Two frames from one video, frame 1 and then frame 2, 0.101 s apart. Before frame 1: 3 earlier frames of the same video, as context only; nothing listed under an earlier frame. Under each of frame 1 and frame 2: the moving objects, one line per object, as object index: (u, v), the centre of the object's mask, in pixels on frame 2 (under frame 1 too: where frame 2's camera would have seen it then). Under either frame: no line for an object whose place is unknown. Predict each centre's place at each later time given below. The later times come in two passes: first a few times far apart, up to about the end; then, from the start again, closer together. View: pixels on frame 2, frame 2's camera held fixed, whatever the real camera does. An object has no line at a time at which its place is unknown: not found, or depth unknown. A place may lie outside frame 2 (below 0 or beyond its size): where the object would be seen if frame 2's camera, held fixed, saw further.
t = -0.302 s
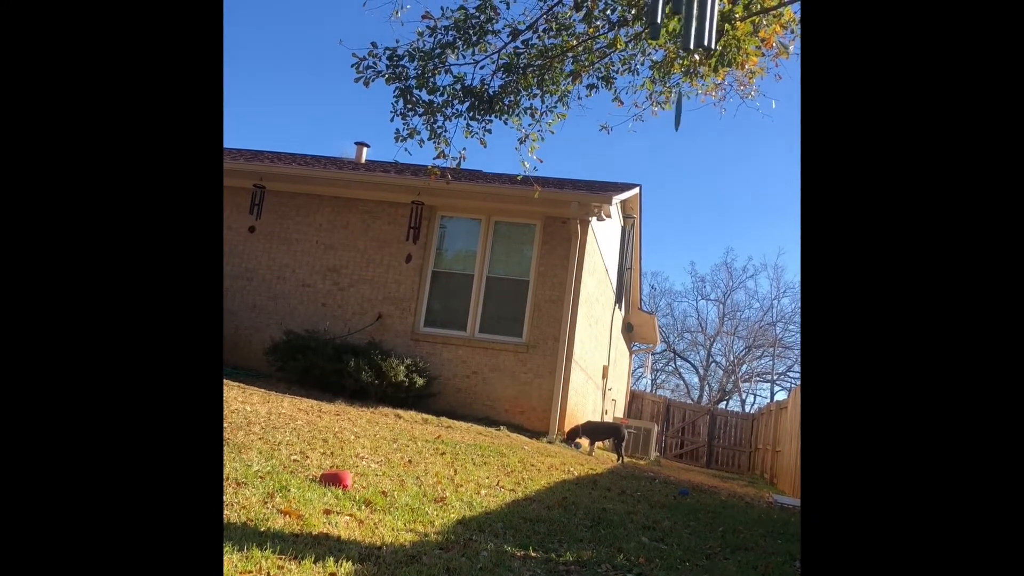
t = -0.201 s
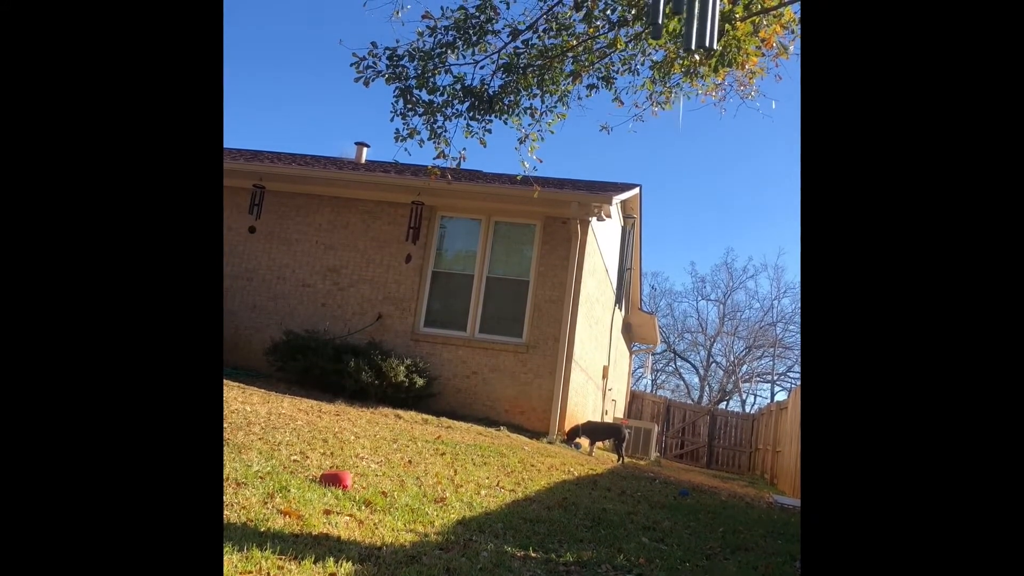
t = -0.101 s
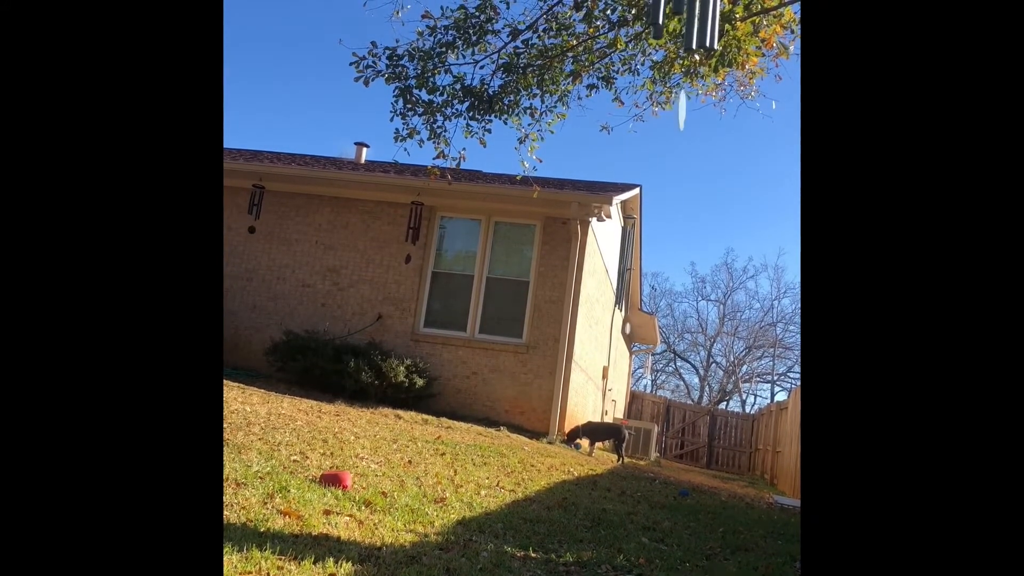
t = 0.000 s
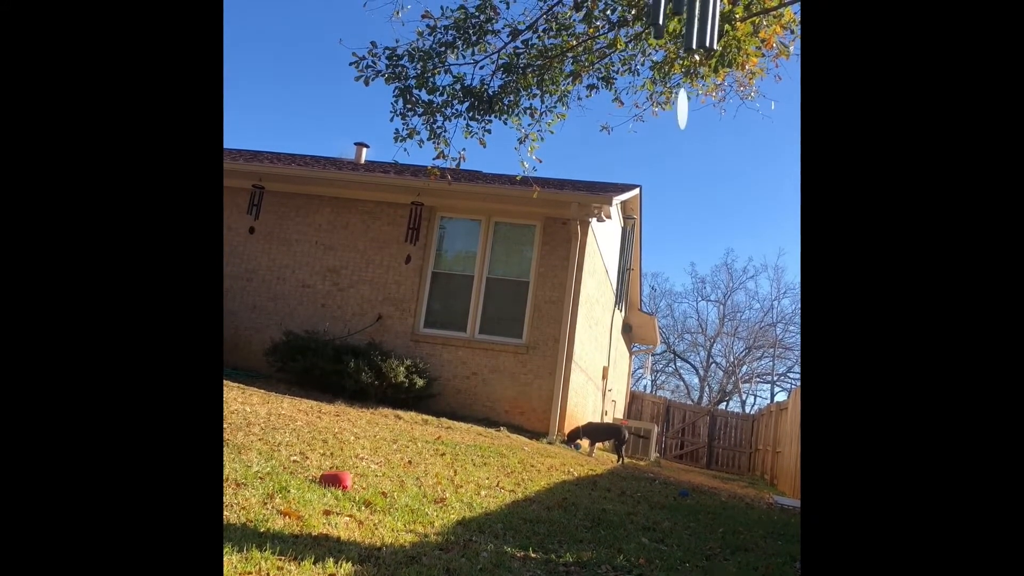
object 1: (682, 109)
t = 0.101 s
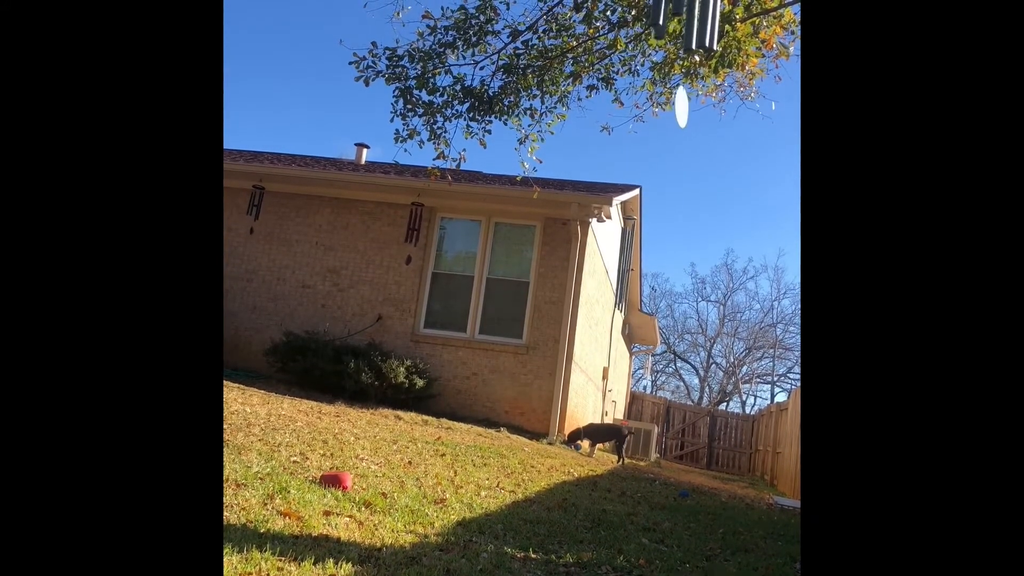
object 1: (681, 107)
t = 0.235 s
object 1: (678, 103)
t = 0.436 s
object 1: (670, 99)
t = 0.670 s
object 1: (657, 98)
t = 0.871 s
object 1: (648, 99)
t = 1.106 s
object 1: (646, 105)
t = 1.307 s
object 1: (653, 110)
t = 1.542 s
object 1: (669, 115)
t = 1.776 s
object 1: (683, 115)
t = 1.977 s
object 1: (687, 114)
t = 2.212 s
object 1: (679, 113)
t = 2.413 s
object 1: (670, 113)
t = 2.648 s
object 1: (668, 114)
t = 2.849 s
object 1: (673, 114)
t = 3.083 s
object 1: (682, 113)
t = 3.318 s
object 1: (683, 110)
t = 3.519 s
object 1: (674, 108)
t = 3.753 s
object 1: (659, 106)
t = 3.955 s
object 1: (653, 104)
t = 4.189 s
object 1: (655, 104)
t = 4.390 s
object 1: (655, 108)
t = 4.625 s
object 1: (658, 112)
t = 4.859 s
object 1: (667, 114)
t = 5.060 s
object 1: (678, 113)
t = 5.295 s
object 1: (683, 109)
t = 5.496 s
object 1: (677, 103)
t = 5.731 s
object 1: (673, 100)
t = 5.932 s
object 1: (681, 103)
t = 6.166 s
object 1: (683, 109)
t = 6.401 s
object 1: (678, 112)
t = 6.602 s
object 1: (671, 114)
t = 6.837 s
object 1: (659, 110)
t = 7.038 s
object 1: (662, 105)
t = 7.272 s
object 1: (676, 103)
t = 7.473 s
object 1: (686, 103)
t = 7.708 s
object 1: (693, 105)
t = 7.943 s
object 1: (687, 108)
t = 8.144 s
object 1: (676, 108)
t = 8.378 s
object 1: (672, 109)
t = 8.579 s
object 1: (670, 109)
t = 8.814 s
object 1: (668, 109)
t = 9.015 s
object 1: (664, 109)
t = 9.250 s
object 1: (664, 109)
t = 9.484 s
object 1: (671, 110)
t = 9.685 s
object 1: (679, 110)
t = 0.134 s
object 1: (681, 106)
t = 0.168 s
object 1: (680, 105)
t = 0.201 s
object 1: (679, 104)
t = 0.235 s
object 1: (678, 103)
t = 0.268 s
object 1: (677, 102)
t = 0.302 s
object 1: (676, 101)
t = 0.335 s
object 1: (675, 100)
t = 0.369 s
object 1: (673, 100)
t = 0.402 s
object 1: (672, 99)
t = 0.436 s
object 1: (670, 99)
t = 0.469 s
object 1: (668, 98)
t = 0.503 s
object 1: (667, 98)
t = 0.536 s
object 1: (665, 97)
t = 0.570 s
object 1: (663, 97)
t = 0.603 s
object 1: (661, 97)
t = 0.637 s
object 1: (659, 97)
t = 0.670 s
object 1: (657, 98)
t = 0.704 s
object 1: (655, 98)
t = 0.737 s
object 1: (653, 98)
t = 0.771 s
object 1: (652, 98)
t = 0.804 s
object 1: (650, 99)
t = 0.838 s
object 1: (649, 99)
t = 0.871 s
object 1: (648, 99)
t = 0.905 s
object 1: (647, 100)
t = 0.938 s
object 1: (647, 100)
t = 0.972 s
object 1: (646, 101)
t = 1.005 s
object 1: (646, 102)
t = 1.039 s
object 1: (646, 103)
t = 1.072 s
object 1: (646, 104)
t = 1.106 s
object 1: (646, 105)
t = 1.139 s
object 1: (646, 106)
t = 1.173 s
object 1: (647, 106)
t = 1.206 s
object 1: (648, 107)
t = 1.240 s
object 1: (650, 109)
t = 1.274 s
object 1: (651, 109)
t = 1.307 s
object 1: (653, 110)
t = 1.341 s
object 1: (655, 111)
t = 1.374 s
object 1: (657, 112)
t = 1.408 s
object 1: (659, 113)
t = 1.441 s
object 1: (662, 113)
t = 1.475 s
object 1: (664, 114)
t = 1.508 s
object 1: (667, 114)
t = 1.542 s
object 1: (669, 115)
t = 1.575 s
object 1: (672, 115)
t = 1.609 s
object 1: (674, 115)
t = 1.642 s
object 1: (676, 115)
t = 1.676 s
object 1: (678, 115)
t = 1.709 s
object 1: (680, 115)
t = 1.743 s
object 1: (682, 115)
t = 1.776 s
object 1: (683, 115)
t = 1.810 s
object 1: (685, 115)
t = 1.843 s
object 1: (686, 114)
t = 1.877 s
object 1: (686, 114)
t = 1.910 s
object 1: (687, 114)
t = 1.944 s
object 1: (687, 114)
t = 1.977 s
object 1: (687, 114)
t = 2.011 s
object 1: (686, 113)
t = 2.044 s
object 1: (686, 113)
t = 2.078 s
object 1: (685, 113)
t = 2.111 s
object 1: (683, 113)
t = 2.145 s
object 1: (682, 113)
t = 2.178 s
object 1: (681, 113)
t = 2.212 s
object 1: (679, 113)
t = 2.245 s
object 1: (678, 113)
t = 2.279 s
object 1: (676, 113)
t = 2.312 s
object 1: (675, 113)
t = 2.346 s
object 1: (673, 113)
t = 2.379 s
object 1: (672, 113)
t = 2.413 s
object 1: (670, 113)
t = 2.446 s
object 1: (669, 113)
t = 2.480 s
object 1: (669, 113)
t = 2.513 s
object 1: (668, 114)
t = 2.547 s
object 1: (667, 114)
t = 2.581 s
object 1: (667, 114)
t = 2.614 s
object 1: (667, 114)
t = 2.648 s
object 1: (668, 114)
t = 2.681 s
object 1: (668, 114)
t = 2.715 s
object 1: (669, 114)
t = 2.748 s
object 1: (670, 115)
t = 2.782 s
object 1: (671, 115)
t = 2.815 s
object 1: (672, 114)
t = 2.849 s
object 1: (673, 114)
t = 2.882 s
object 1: (675, 114)
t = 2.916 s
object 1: (676, 114)
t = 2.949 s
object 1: (678, 114)
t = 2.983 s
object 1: (679, 114)
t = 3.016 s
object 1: (680, 114)
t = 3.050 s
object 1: (681, 113)
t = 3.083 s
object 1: (682, 113)
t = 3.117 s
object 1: (683, 113)
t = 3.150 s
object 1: (683, 112)
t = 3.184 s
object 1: (684, 112)
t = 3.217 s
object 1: (684, 112)
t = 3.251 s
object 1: (684, 111)
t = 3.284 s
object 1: (683, 111)
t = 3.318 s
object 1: (683, 110)
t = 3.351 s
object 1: (682, 110)
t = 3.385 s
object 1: (681, 110)
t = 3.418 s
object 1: (680, 110)
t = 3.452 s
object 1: (678, 110)
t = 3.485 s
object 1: (675, 109)
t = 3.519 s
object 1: (674, 108)
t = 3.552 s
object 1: (672, 108)
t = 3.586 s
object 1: (669, 108)
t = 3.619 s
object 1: (667, 107)
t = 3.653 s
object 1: (665, 107)
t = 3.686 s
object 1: (663, 107)
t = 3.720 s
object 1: (661, 106)
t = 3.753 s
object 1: (659, 106)
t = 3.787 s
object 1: (658, 106)
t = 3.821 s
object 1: (657, 105)
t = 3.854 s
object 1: (655, 105)
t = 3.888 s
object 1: (655, 104)
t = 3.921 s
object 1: (654, 104)
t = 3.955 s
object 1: (653, 104)
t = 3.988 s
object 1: (653, 104)
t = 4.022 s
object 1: (653, 104)
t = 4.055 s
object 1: (653, 104)
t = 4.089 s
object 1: (654, 104)
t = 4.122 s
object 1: (654, 104)
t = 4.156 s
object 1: (654, 104)
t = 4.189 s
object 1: (655, 104)
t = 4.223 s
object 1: (655, 104)
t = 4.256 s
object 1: (655, 105)
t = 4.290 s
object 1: (655, 106)
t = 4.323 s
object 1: (655, 107)
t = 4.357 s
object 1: (655, 107)
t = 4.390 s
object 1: (655, 108)
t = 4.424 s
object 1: (655, 109)
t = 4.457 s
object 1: (655, 109)
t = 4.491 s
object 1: (655, 110)
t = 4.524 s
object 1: (656, 111)
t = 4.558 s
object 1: (656, 111)
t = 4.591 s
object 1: (657, 112)
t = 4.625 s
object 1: (658, 112)
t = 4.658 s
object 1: (659, 112)
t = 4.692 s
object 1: (660, 112)
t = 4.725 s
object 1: (661, 113)
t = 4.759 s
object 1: (662, 114)
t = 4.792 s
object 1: (664, 114)
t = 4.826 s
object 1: (666, 114)
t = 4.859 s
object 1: (667, 114)
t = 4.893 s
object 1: (669, 114)
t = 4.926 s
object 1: (671, 114)
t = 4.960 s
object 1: (673, 114)
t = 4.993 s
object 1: (675, 114)
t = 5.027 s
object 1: (677, 114)
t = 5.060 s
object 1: (678, 113)
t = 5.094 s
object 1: (679, 113)
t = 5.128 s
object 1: (681, 112)
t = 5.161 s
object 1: (682, 112)
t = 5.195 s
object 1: (683, 111)
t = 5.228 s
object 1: (683, 110)
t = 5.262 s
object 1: (683, 109)
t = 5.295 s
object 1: (683, 109)
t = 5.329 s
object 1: (682, 108)
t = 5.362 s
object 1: (681, 107)
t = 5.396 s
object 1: (680, 106)
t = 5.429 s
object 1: (679, 105)
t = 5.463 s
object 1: (678, 104)
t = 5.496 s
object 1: (677, 103)
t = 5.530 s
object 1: (676, 102)
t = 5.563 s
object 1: (675, 102)
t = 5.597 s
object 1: (674, 101)
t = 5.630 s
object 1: (673, 100)
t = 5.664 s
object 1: (672, 101)
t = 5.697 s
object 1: (672, 100)
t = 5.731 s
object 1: (673, 100)
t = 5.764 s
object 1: (674, 100)
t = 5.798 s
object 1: (675, 100)
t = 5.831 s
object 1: (676, 101)
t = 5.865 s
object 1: (678, 101)
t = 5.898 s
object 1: (679, 102)
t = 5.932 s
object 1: (681, 103)
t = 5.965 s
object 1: (682, 104)
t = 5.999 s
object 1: (683, 104)
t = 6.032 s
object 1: (683, 107)
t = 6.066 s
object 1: (684, 107)
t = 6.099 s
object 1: (684, 108)
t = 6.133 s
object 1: (684, 109)
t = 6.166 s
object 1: (683, 109)
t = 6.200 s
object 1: (683, 109)
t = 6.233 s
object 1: (682, 111)
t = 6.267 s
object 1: (681, 111)
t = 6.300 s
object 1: (680, 112)
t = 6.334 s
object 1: (679, 112)
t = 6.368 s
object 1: (679, 112)
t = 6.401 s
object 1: (678, 112)
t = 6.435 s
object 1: (677, 113)
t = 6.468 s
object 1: (676, 113)
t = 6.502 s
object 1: (675, 113)
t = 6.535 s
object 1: (674, 113)
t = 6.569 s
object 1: (672, 113)
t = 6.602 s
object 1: (671, 114)
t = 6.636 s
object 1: (669, 113)
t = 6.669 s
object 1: (667, 113)
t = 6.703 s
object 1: (665, 112)
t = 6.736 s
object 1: (663, 112)
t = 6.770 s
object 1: (662, 111)
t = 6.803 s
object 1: (661, 109)
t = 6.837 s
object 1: (659, 110)
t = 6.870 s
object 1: (658, 109)
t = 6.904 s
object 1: (658, 109)
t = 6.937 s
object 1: (658, 108)
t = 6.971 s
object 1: (659, 107)
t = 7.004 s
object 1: (660, 106)
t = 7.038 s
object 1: (662, 105)
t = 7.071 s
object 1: (664, 105)
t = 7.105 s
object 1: (666, 104)
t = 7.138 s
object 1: (668, 104)
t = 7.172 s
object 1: (670, 105)
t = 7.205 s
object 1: (672, 104)
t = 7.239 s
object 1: (674, 103)
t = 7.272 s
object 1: (676, 103)
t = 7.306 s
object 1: (678, 103)
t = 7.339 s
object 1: (680, 103)
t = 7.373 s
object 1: (681, 104)
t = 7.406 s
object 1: (683, 103)
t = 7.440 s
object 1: (685, 103)
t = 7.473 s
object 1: (686, 103)
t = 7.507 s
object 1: (688, 103)
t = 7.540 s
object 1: (689, 103)
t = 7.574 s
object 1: (691, 104)
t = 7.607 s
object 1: (692, 104)
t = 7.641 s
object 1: (692, 104)
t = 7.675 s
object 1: (693, 105)
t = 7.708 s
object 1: (693, 105)
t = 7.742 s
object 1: (693, 106)
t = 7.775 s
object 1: (692, 106)
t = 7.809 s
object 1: (691, 107)
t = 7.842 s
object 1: (691, 107)
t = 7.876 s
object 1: (690, 107)
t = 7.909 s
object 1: (688, 108)
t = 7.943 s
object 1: (687, 108)
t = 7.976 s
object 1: (685, 108)
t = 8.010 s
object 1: (683, 108)
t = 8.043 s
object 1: (681, 107)
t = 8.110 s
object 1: (678, 108)
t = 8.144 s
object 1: (676, 108)
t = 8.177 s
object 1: (675, 108)
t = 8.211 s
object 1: (674, 108)
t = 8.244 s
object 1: (673, 108)
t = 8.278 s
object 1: (673, 108)
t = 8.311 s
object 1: (672, 108)
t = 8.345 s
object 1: (672, 109)
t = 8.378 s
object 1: (672, 109)
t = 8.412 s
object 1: (672, 109)
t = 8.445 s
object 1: (672, 109)
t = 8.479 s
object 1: (671, 109)
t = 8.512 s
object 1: (671, 109)
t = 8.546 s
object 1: (671, 109)
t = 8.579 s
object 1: (670, 109)
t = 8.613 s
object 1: (670, 110)
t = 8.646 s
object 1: (670, 110)
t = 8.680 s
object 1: (670, 110)
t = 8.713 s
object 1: (669, 110)
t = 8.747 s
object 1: (669, 110)
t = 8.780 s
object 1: (668, 110)
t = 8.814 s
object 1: (668, 109)
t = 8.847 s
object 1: (667, 109)
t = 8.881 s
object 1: (666, 109)
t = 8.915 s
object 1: (666, 109)
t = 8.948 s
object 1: (665, 109)
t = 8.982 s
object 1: (665, 109)
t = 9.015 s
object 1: (664, 109)
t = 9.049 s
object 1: (664, 109)
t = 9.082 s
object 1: (663, 109)
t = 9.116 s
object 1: (663, 109)
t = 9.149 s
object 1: (663, 108)
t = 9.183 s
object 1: (663, 108)
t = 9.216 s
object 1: (663, 108)
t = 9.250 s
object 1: (664, 109)
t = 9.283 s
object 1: (664, 109)
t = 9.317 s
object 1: (665, 109)
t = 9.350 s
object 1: (666, 109)
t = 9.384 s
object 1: (667, 109)
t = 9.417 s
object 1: (668, 109)
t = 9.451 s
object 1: (669, 109)
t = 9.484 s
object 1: (671, 110)
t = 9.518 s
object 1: (672, 110)
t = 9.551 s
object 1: (674, 110)
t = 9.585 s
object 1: (675, 110)
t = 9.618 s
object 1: (676, 110)
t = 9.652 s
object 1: (677, 110)
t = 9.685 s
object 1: (679, 110)
